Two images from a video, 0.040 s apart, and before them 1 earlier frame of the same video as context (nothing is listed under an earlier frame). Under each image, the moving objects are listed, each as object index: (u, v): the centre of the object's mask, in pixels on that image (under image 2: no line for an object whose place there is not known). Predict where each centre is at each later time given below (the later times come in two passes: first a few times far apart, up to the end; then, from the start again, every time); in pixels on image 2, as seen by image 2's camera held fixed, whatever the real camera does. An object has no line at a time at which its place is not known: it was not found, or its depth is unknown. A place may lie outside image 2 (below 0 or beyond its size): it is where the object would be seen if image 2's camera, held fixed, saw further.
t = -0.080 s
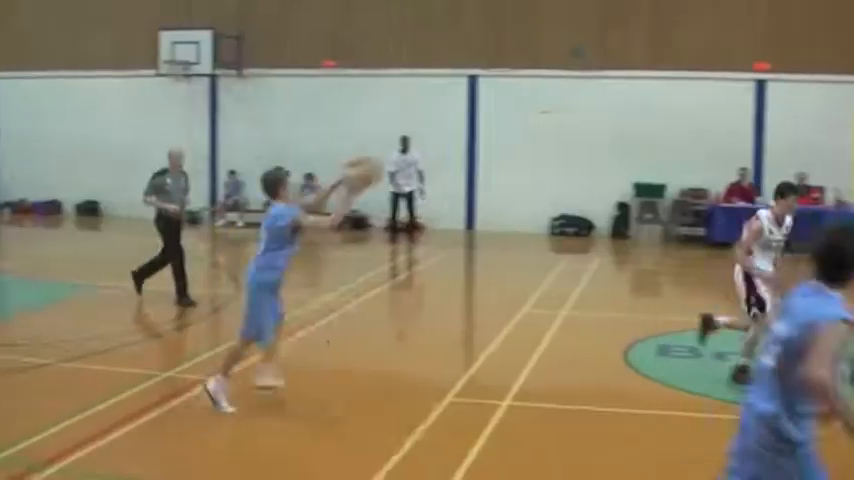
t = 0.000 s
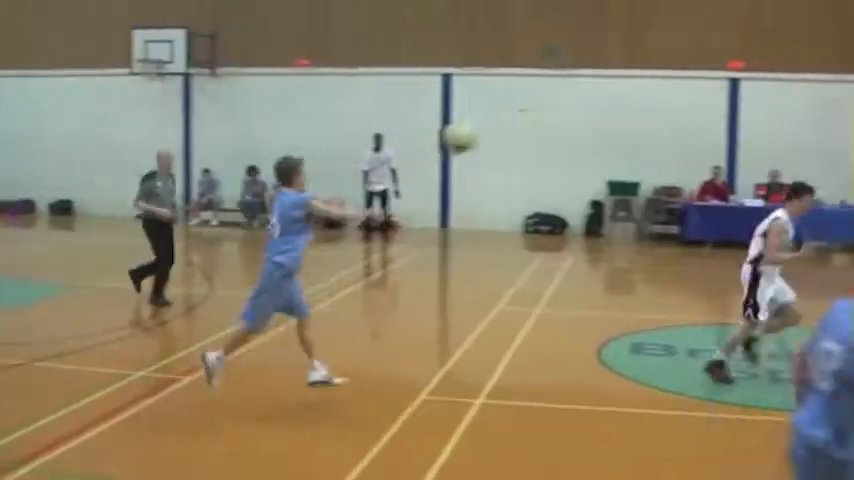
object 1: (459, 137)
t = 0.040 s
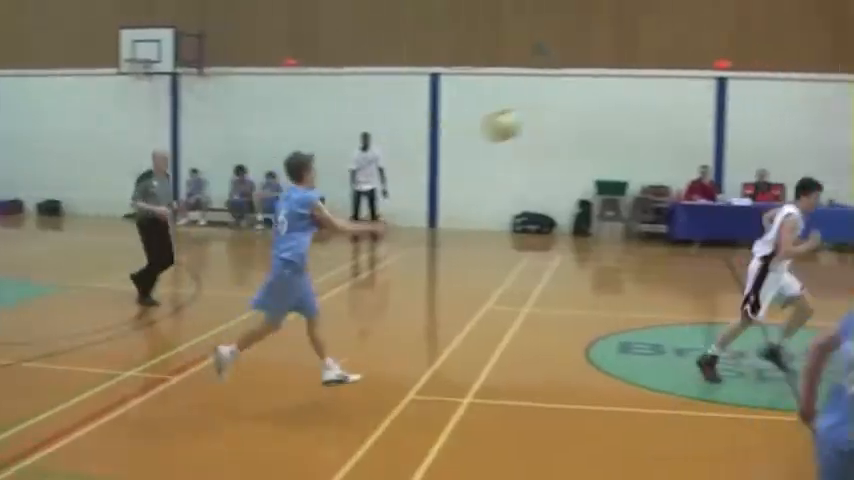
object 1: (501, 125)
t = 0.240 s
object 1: (739, 101)
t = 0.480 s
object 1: (957, 124)
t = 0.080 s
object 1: (554, 116)
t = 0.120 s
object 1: (606, 108)
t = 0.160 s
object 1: (651, 104)
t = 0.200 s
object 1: (695, 101)
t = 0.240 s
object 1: (739, 101)
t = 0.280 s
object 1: (780, 101)
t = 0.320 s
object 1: (818, 104)
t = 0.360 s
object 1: (854, 107)
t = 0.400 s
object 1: (890, 112)
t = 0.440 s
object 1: (924, 118)
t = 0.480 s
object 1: (957, 124)
